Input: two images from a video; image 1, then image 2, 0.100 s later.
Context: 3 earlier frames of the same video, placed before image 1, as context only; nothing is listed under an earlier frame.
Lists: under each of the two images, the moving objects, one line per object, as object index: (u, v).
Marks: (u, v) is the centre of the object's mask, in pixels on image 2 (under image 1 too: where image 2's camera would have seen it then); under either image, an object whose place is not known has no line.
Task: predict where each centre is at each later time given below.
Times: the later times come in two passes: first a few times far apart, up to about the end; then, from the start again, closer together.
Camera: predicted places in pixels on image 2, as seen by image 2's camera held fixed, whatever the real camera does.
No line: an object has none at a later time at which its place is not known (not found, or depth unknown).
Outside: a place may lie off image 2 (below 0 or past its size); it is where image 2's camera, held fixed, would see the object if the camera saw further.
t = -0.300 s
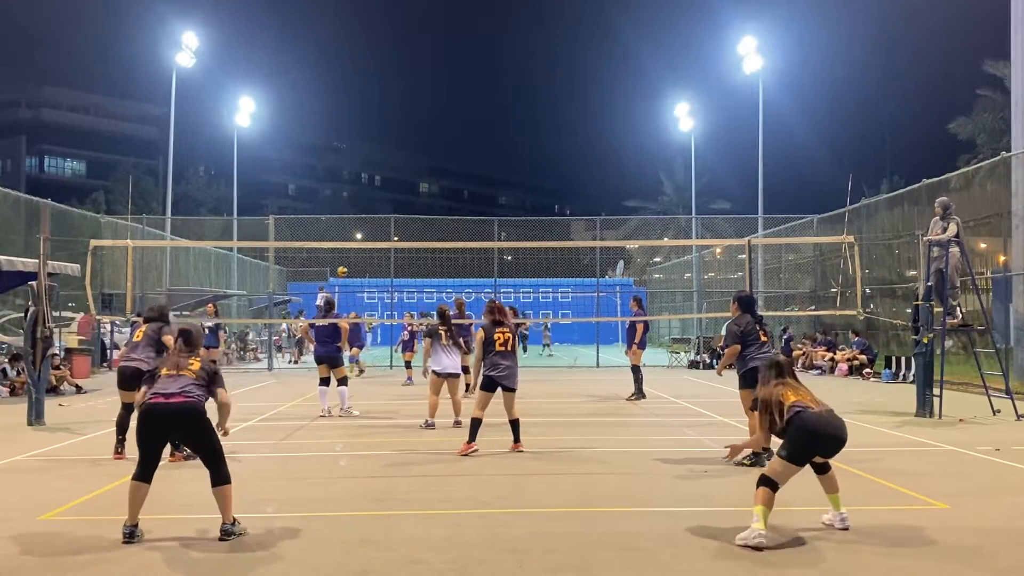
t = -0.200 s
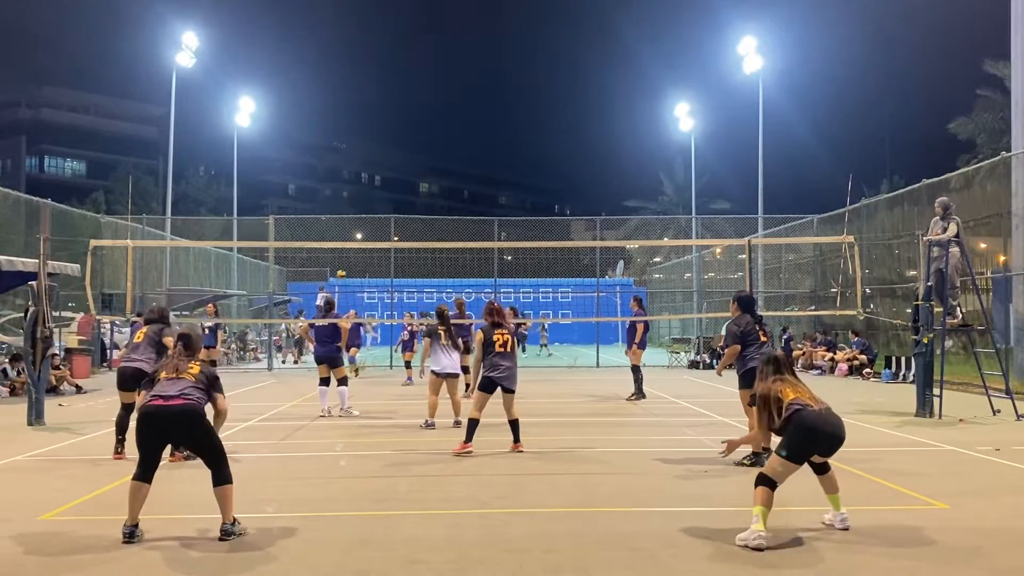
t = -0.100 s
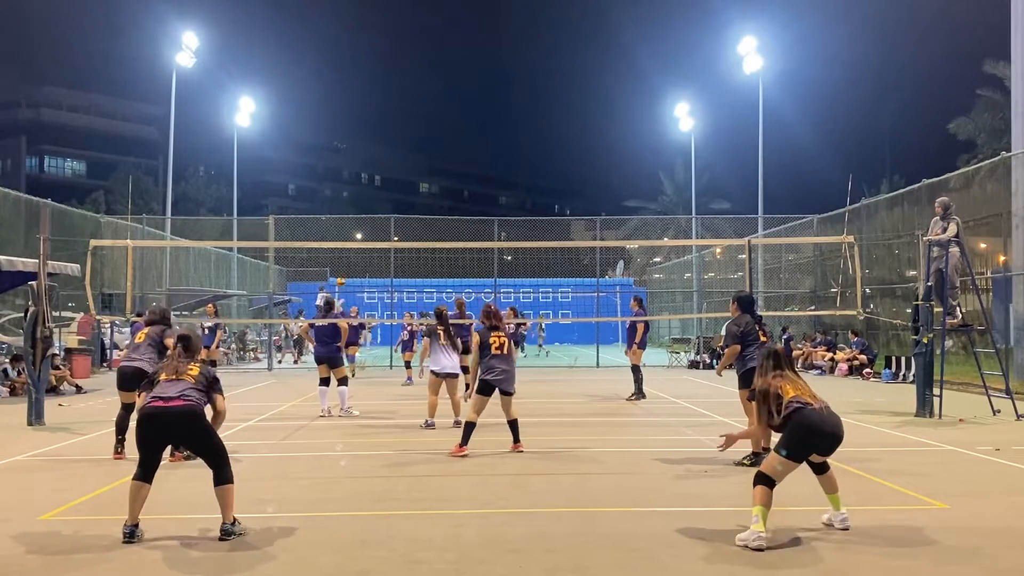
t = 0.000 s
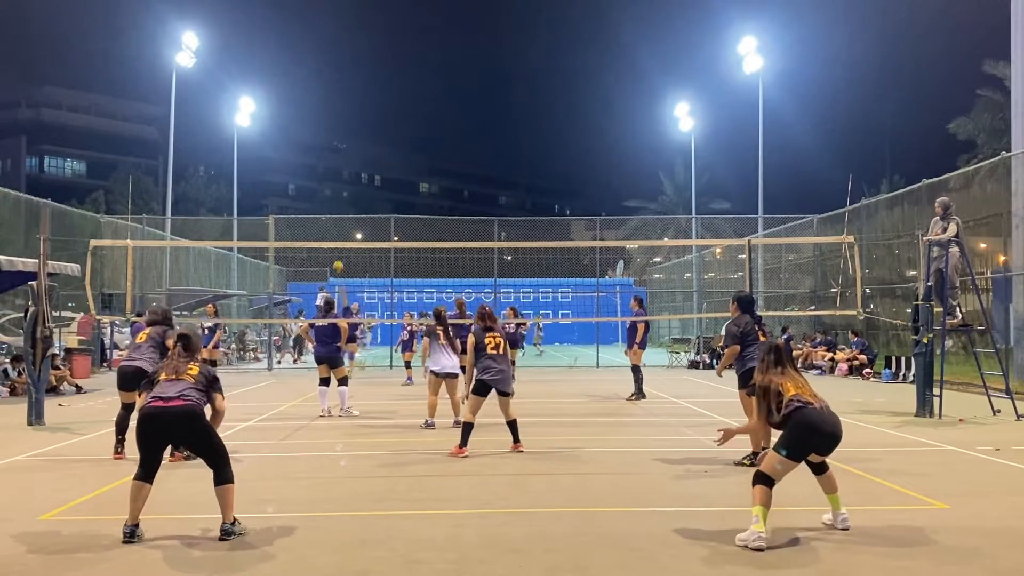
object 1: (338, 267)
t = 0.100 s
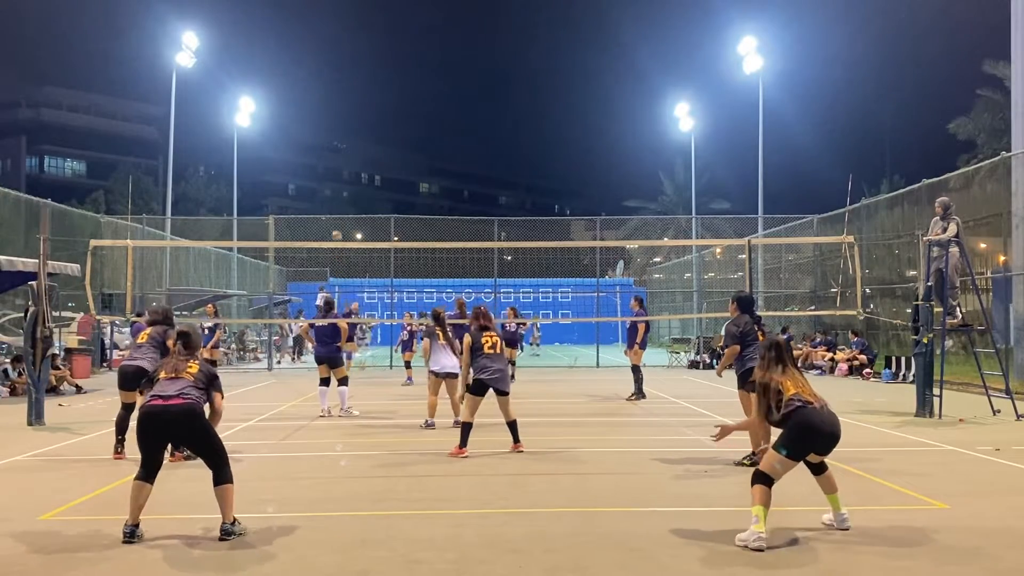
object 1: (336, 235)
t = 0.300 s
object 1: (334, 182)
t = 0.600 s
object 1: (329, 124)
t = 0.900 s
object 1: (317, 114)
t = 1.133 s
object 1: (299, 164)
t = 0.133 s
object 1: (337, 226)
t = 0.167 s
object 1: (336, 217)
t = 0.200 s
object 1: (335, 208)
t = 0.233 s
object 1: (335, 199)
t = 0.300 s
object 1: (334, 182)
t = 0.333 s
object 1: (334, 174)
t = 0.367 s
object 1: (333, 166)
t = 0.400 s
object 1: (333, 159)
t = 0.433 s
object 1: (333, 152)
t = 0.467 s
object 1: (332, 145)
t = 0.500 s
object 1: (331, 139)
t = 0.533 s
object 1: (331, 134)
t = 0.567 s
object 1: (330, 129)
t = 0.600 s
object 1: (329, 124)
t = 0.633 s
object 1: (328, 121)
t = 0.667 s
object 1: (327, 118)
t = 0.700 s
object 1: (326, 115)
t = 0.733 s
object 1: (325, 113)
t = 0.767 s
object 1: (323, 112)
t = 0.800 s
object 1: (322, 111)
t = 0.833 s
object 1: (320, 111)
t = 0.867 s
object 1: (319, 112)
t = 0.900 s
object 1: (317, 114)
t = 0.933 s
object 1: (315, 117)
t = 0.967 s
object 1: (313, 121)
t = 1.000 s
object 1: (310, 127)
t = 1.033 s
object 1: (308, 133)
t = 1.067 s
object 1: (305, 142)
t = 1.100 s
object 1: (302, 152)
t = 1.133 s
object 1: (299, 164)
